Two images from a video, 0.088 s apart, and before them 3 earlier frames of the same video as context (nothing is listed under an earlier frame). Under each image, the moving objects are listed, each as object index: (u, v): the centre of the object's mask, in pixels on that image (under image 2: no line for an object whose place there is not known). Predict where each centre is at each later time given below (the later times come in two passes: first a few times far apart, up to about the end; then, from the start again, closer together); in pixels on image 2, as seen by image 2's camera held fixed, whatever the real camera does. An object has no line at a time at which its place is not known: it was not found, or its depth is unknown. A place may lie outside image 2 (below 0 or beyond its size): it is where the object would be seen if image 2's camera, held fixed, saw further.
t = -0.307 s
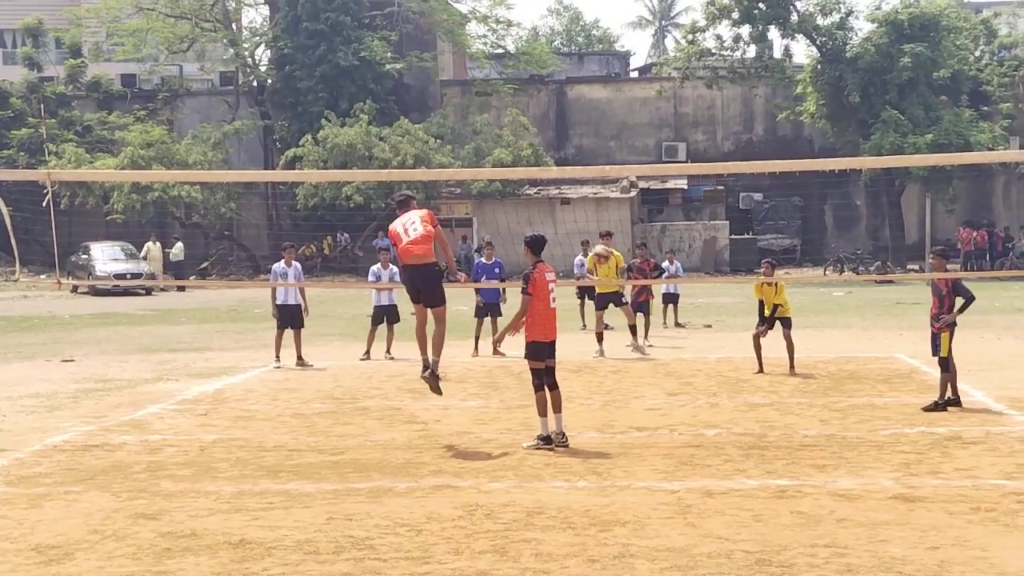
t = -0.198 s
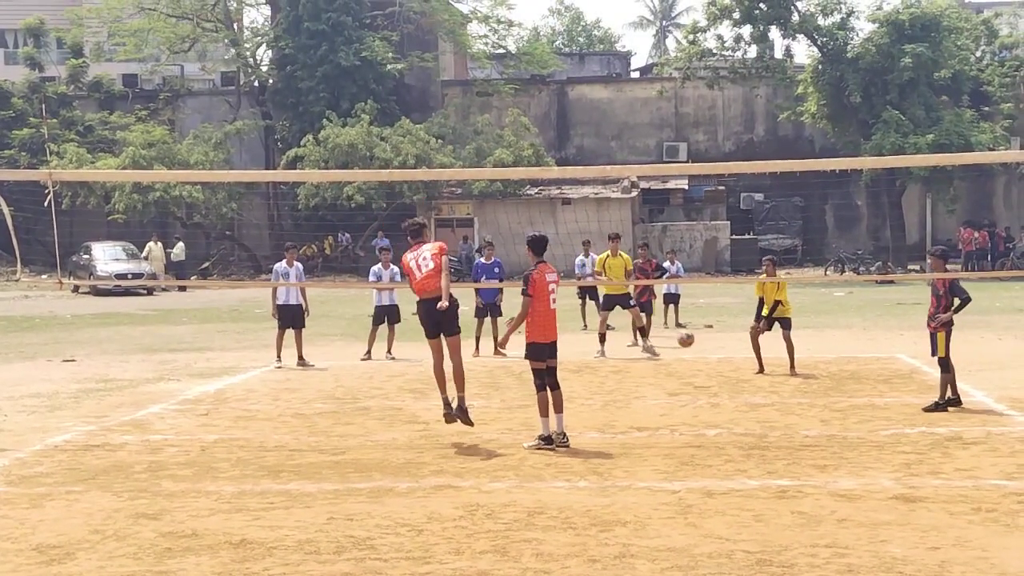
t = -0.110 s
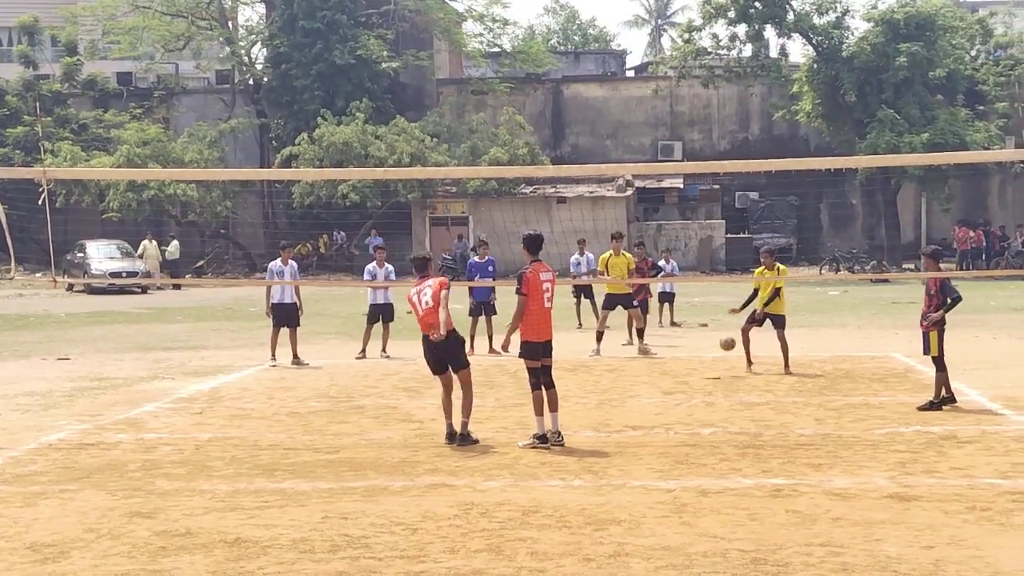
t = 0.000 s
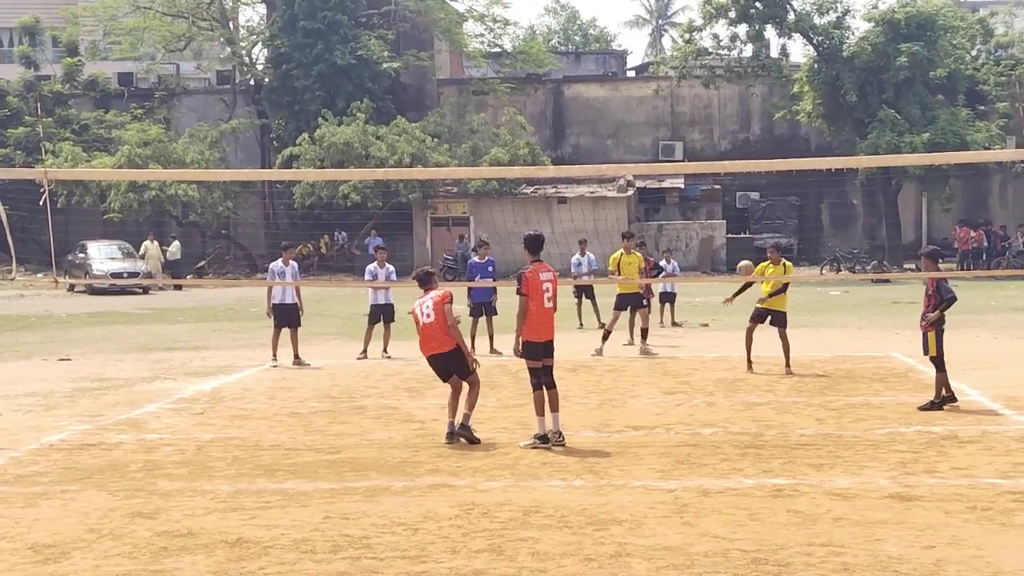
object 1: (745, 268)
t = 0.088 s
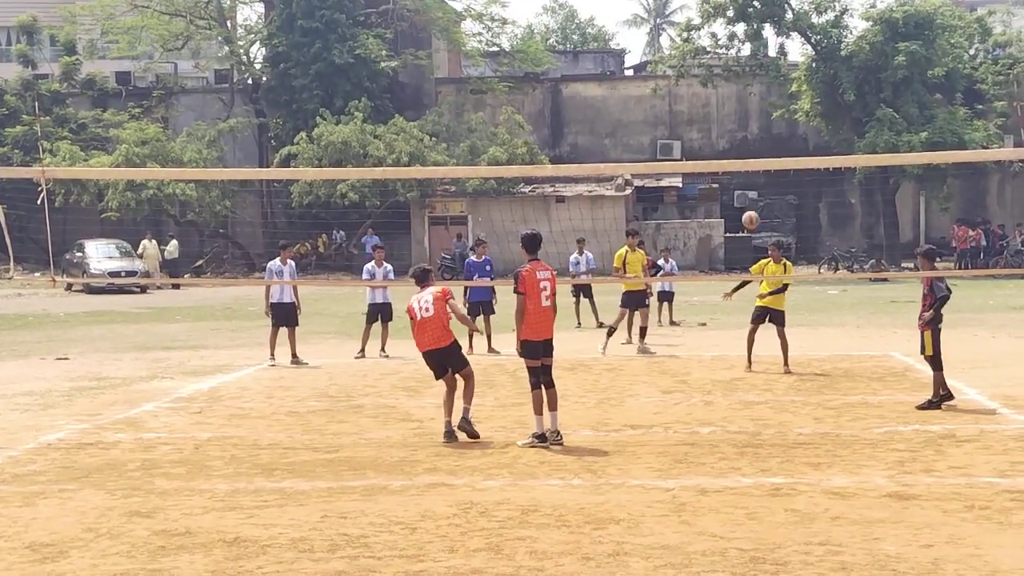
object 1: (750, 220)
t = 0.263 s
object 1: (765, 142)
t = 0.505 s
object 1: (787, 76)
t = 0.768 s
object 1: (813, 57)
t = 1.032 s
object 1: (840, 98)
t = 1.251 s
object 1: (864, 181)
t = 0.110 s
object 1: (752, 209)
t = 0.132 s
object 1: (754, 199)
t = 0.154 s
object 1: (756, 188)
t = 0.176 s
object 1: (757, 179)
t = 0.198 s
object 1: (760, 174)
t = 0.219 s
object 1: (761, 155)
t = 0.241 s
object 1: (763, 150)
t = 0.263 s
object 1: (765, 142)
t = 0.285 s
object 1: (767, 135)
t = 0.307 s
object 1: (769, 127)
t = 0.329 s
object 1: (771, 119)
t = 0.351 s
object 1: (773, 113)
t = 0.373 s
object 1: (775, 106)
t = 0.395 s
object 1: (777, 101)
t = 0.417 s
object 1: (779, 95)
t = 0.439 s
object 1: (781, 89)
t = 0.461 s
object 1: (783, 84)
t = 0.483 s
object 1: (785, 80)
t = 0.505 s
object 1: (787, 76)
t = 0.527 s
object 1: (789, 72)
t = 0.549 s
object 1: (790, 69)
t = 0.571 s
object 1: (793, 66)
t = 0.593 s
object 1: (794, 65)
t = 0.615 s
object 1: (797, 61)
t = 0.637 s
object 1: (798, 59)
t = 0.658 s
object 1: (801, 58)
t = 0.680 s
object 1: (805, 56)
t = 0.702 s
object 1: (806, 56)
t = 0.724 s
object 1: (809, 56)
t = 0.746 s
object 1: (811, 56)
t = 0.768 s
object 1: (813, 57)
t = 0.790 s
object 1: (815, 57)
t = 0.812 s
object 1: (817, 59)
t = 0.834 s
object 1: (819, 61)
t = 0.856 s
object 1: (821, 63)
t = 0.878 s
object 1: (824, 67)
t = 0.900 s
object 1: (826, 70)
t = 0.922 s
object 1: (828, 74)
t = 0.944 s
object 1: (830, 78)
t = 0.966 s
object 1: (833, 82)
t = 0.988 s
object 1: (835, 87)
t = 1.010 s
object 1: (837, 93)
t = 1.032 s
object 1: (840, 98)
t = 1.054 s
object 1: (842, 105)
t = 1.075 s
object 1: (844, 111)
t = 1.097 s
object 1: (846, 119)
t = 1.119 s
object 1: (848, 127)
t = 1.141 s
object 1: (851, 134)
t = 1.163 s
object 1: (854, 143)
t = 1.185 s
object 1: (855, 148)
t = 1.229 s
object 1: (861, 173)
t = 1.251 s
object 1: (864, 181)
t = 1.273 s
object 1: (867, 192)
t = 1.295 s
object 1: (870, 204)
